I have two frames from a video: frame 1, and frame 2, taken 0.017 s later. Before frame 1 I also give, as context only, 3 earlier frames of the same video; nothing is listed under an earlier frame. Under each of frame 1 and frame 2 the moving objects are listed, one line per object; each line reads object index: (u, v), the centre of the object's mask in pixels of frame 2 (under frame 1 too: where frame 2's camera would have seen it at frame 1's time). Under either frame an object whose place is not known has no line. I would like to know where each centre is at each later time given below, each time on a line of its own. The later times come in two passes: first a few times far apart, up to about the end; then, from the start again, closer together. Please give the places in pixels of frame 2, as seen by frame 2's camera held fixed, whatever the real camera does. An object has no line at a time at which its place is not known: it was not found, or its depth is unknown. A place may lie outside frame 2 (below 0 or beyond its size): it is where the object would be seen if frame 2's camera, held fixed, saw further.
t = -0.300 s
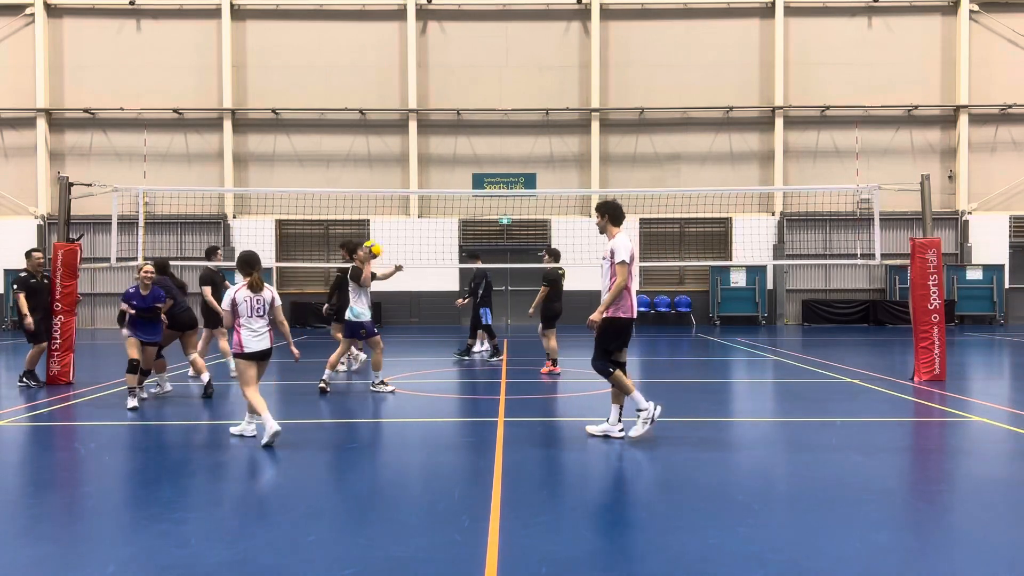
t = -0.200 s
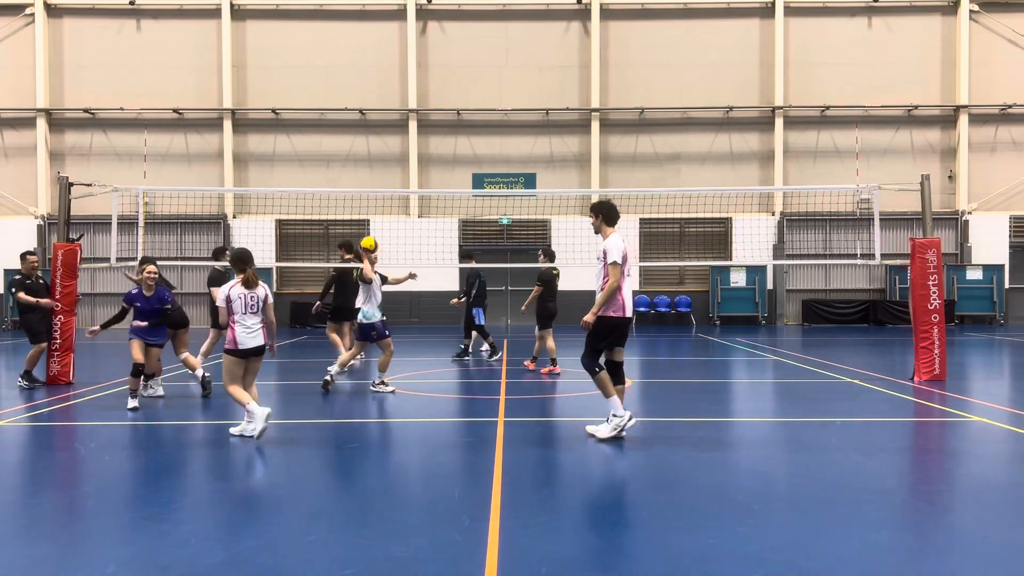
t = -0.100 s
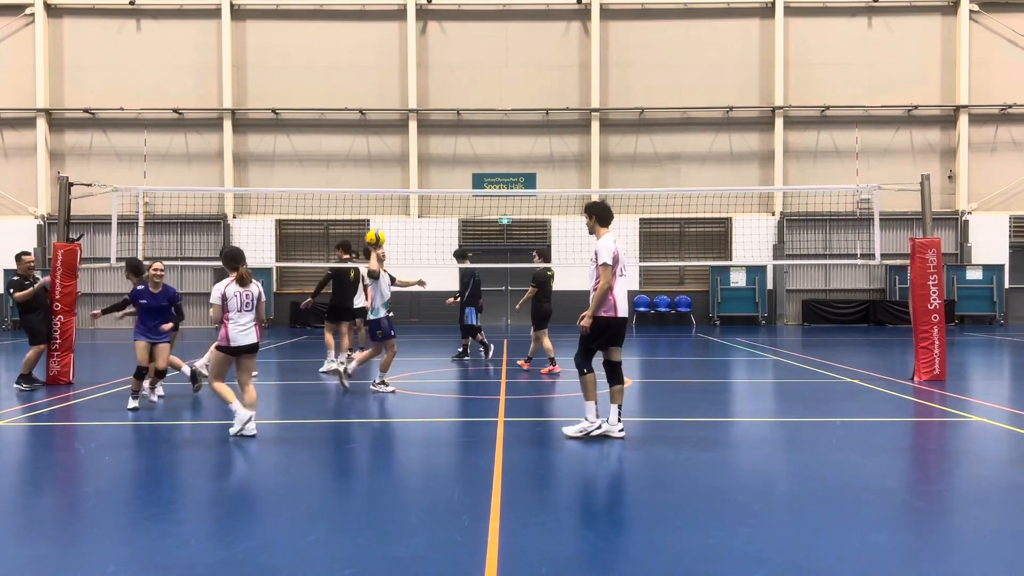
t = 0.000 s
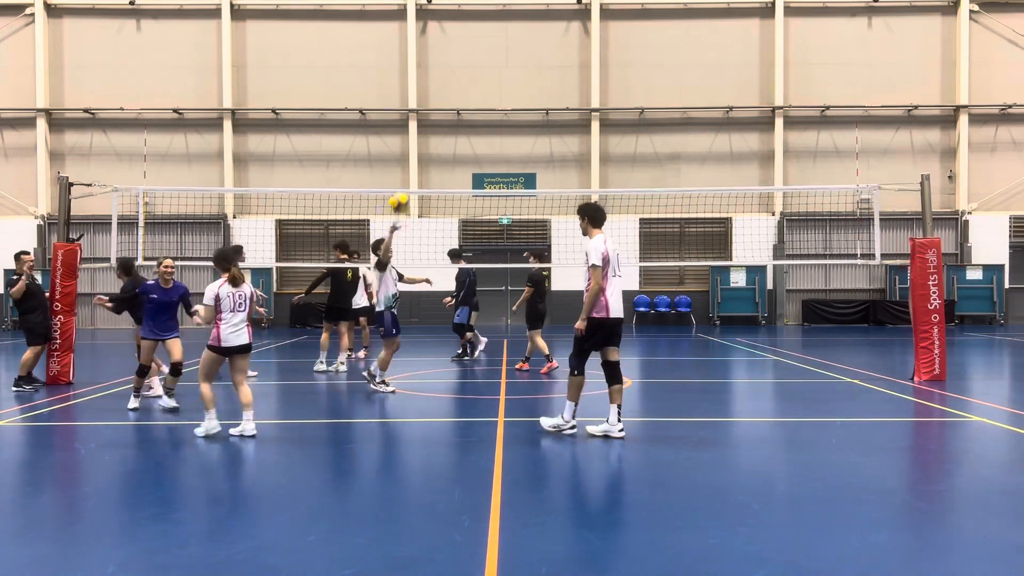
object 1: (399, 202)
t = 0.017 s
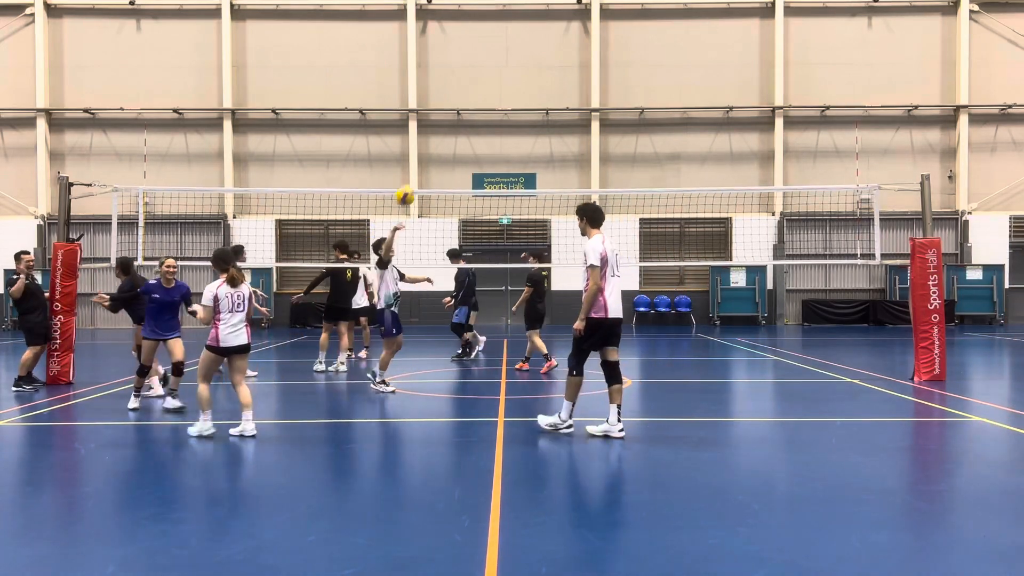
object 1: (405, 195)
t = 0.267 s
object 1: (514, 96)
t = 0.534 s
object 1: (668, 36)
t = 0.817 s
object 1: (896, 59)
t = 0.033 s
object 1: (411, 189)
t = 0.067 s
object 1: (425, 172)
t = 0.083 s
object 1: (431, 165)
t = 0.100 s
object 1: (438, 158)
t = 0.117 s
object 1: (445, 152)
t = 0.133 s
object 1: (452, 145)
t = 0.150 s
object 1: (459, 139)
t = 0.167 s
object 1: (467, 131)
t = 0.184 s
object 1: (474, 125)
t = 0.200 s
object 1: (482, 119)
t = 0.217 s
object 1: (489, 113)
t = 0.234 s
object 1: (497, 108)
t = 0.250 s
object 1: (506, 102)
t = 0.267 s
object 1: (514, 96)
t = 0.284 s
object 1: (523, 90)
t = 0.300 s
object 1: (531, 85)
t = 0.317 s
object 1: (540, 80)
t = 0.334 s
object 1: (548, 76)
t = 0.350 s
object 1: (558, 71)
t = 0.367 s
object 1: (567, 66)
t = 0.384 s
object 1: (576, 62)
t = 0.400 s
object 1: (585, 58)
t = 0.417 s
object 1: (594, 54)
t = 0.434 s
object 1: (605, 51)
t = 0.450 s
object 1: (614, 48)
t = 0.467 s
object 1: (625, 45)
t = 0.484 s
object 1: (635, 42)
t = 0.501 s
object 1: (646, 39)
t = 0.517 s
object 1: (657, 38)
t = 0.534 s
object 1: (668, 36)
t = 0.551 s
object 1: (679, 35)
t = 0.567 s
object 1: (691, 33)
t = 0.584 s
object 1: (703, 32)
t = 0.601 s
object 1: (715, 31)
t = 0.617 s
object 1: (727, 31)
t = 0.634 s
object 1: (739, 31)
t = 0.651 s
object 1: (752, 32)
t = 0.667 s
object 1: (765, 33)
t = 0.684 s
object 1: (778, 35)
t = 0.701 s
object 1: (793, 36)
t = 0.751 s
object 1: (835, 44)
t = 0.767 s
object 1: (850, 48)
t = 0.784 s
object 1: (865, 50)
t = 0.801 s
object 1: (880, 55)
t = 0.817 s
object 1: (896, 59)
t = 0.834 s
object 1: (912, 65)
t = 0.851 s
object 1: (930, 72)
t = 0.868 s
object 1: (946, 78)
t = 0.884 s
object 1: (964, 85)
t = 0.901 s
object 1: (983, 92)
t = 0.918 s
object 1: (1000, 100)
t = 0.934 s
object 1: (1012, 110)
